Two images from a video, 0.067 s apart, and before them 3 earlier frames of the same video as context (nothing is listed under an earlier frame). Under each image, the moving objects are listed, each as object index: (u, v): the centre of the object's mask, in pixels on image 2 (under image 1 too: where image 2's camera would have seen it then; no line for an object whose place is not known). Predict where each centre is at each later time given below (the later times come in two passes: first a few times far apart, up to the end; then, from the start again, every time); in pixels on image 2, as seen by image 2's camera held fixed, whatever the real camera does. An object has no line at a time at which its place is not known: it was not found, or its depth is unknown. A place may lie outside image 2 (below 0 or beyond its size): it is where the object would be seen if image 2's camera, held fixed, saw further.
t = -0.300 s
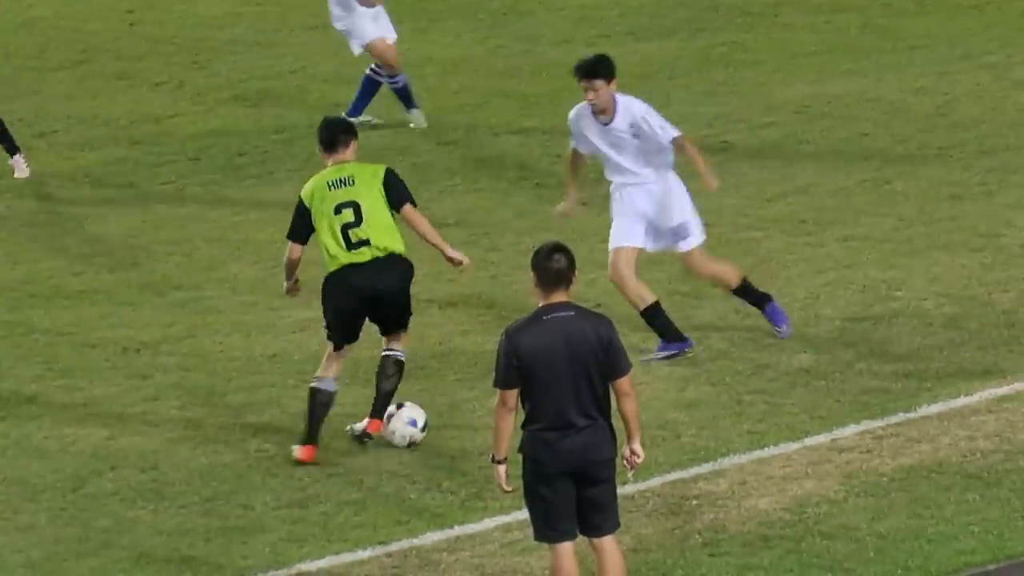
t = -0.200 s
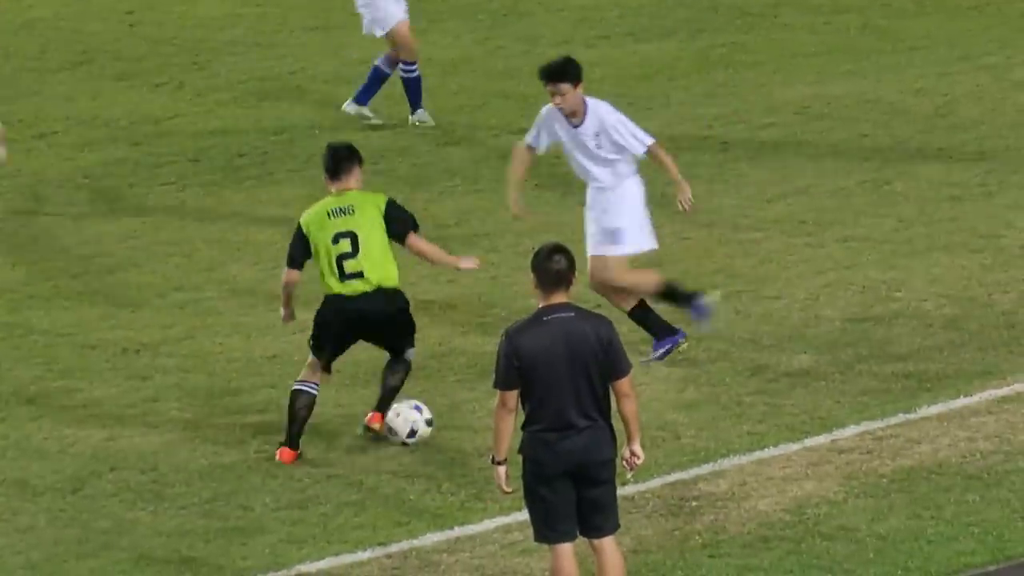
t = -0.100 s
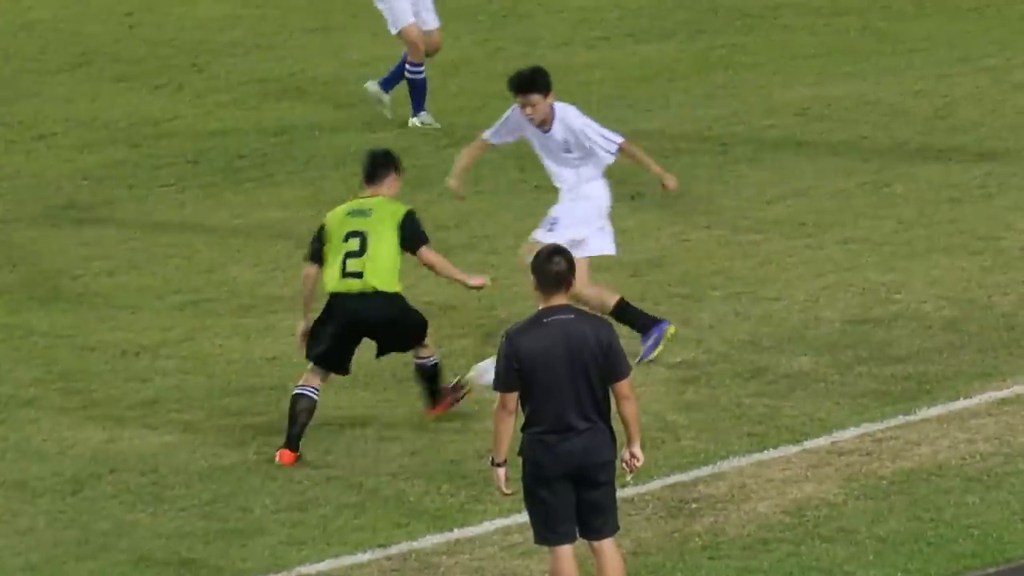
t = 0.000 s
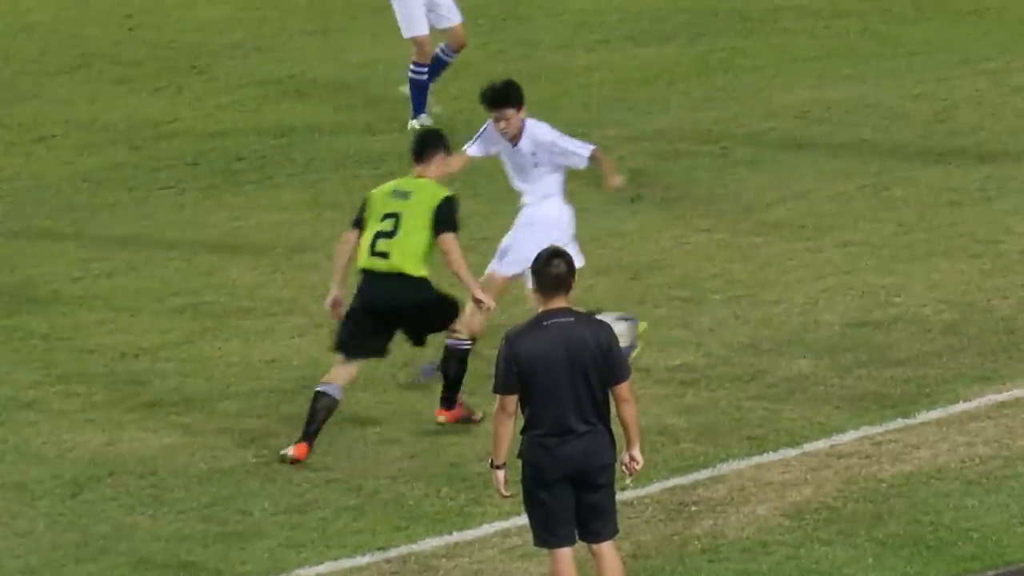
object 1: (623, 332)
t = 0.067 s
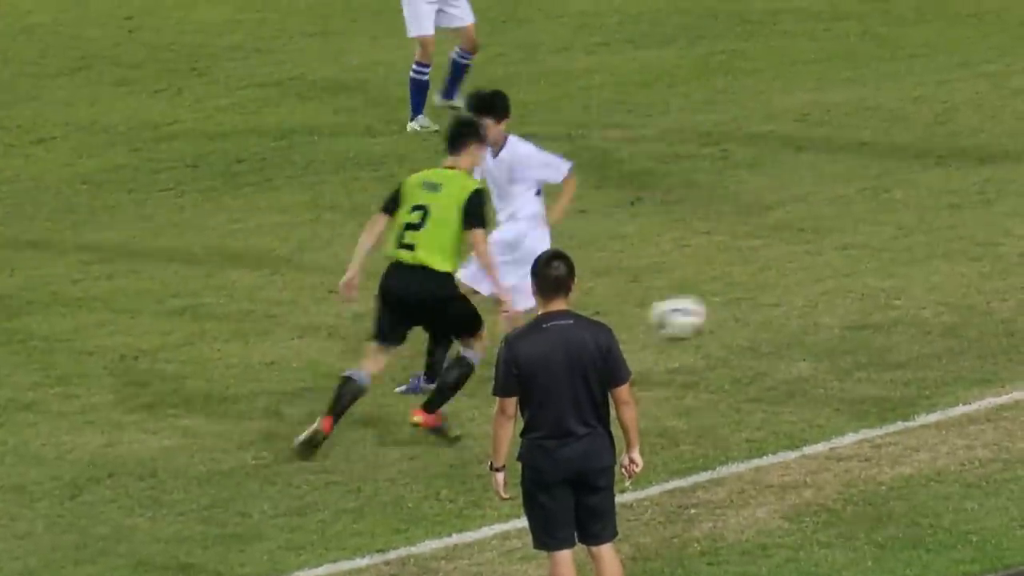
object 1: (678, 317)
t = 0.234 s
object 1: (858, 307)
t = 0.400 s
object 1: (1008, 305)
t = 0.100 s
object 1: (716, 310)
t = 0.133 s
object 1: (751, 306)
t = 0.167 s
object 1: (785, 304)
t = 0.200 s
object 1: (821, 304)
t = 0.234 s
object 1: (858, 307)
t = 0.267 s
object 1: (893, 311)
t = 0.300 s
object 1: (928, 318)
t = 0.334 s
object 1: (965, 328)
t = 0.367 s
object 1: (987, 319)
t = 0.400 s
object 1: (1008, 305)
